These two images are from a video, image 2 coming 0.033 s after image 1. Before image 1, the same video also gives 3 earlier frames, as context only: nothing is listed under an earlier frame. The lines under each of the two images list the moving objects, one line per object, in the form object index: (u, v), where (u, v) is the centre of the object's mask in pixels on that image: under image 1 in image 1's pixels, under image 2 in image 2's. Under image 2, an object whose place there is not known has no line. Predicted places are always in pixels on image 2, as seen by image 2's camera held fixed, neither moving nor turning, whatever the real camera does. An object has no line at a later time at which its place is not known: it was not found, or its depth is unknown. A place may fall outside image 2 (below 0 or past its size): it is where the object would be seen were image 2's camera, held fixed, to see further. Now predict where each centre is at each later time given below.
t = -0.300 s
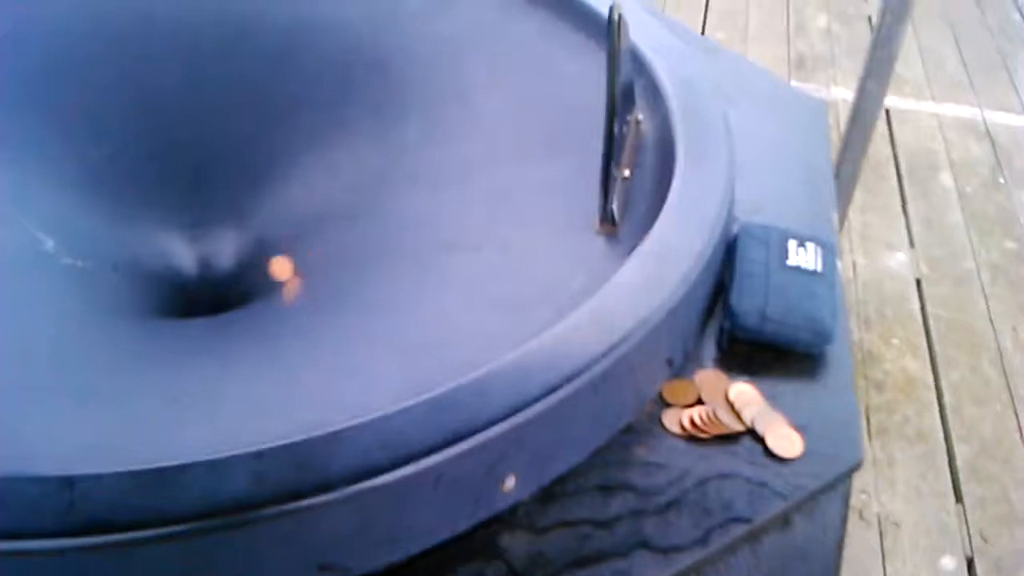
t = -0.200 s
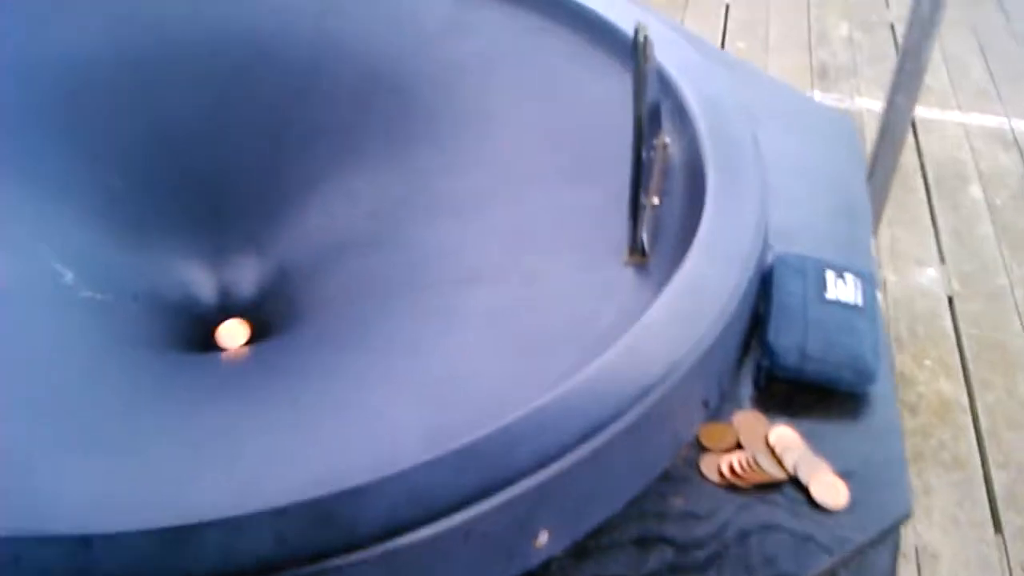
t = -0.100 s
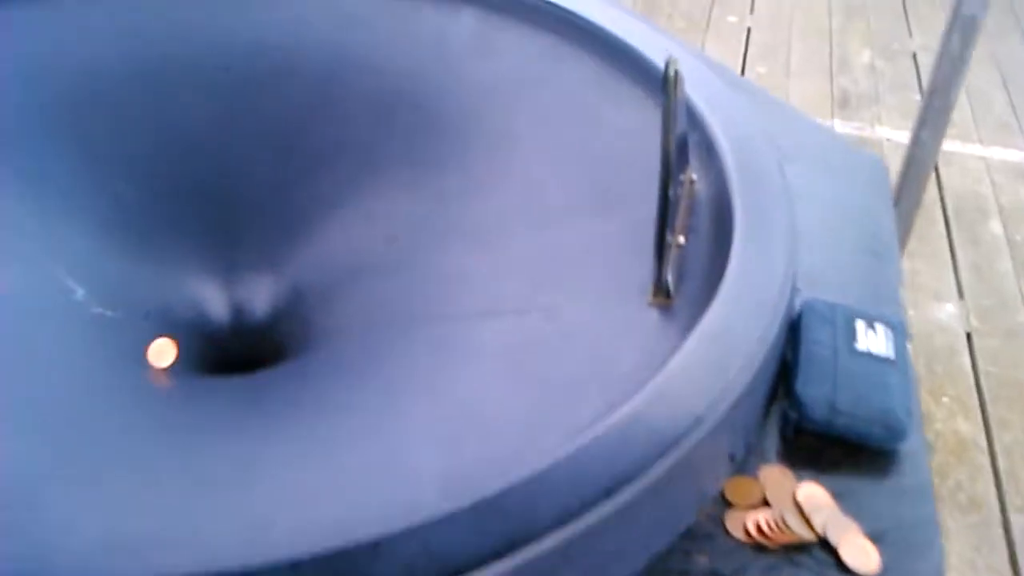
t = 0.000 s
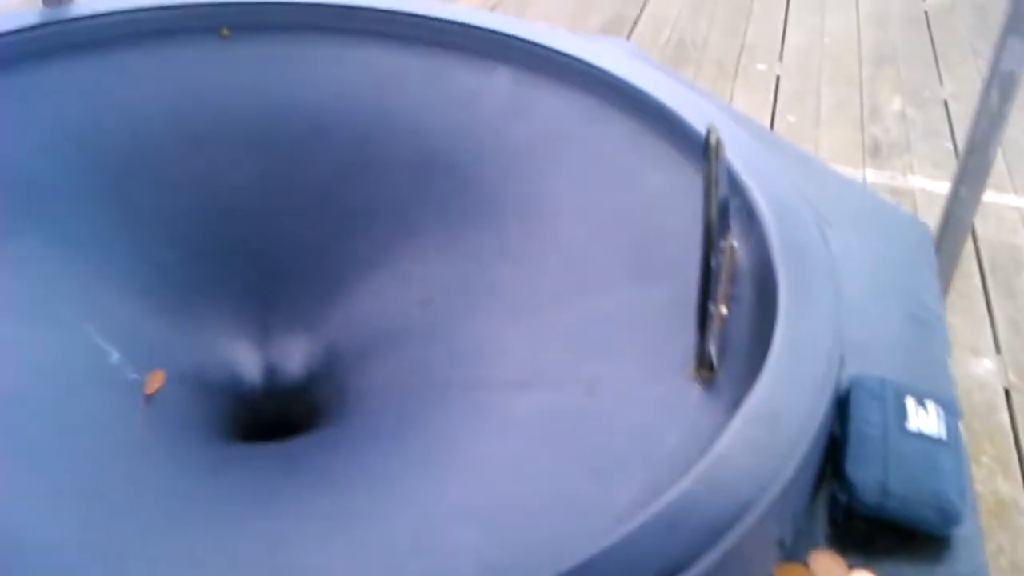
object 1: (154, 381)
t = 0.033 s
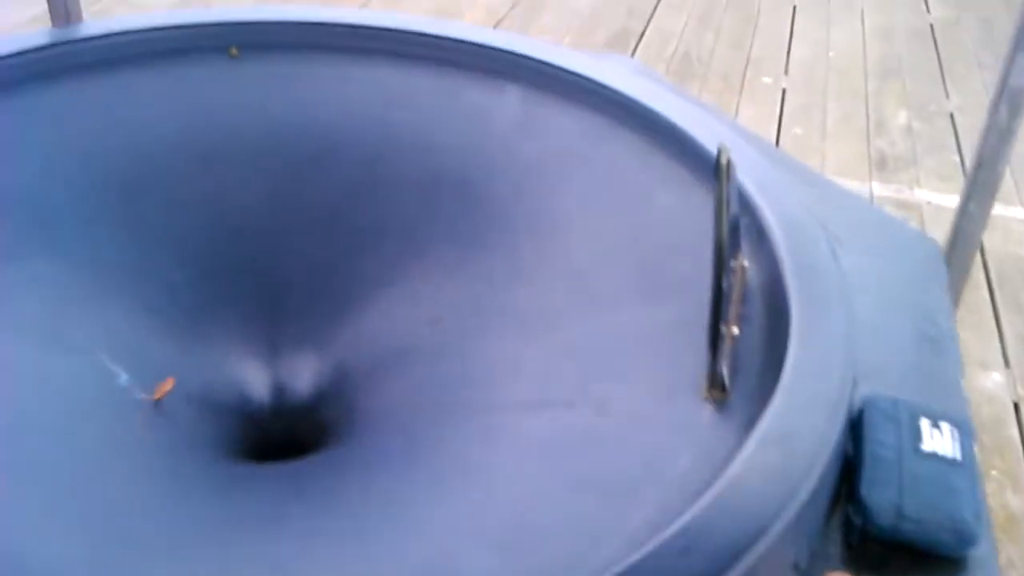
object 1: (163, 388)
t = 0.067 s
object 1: (172, 373)
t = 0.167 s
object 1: (221, 341)
